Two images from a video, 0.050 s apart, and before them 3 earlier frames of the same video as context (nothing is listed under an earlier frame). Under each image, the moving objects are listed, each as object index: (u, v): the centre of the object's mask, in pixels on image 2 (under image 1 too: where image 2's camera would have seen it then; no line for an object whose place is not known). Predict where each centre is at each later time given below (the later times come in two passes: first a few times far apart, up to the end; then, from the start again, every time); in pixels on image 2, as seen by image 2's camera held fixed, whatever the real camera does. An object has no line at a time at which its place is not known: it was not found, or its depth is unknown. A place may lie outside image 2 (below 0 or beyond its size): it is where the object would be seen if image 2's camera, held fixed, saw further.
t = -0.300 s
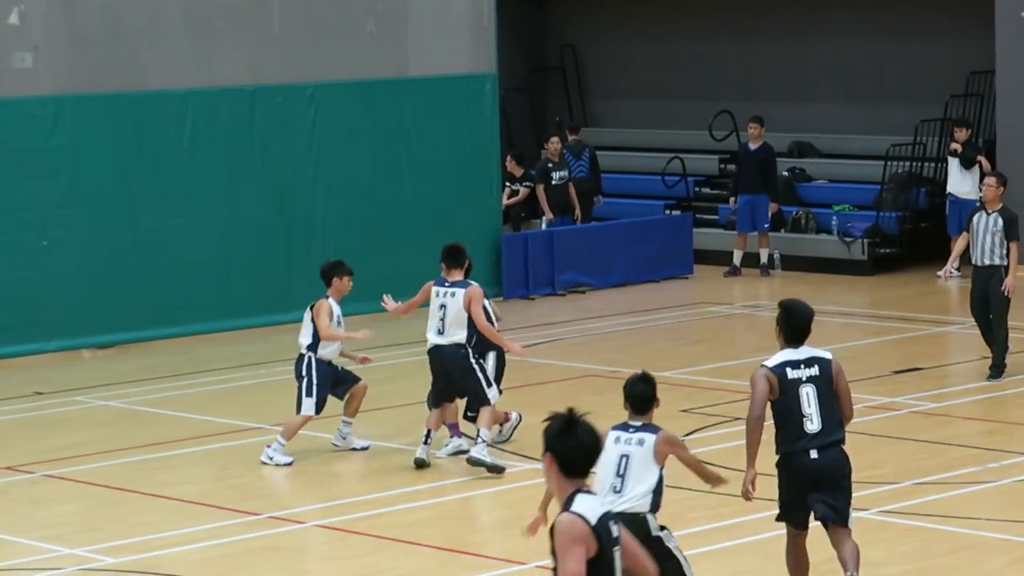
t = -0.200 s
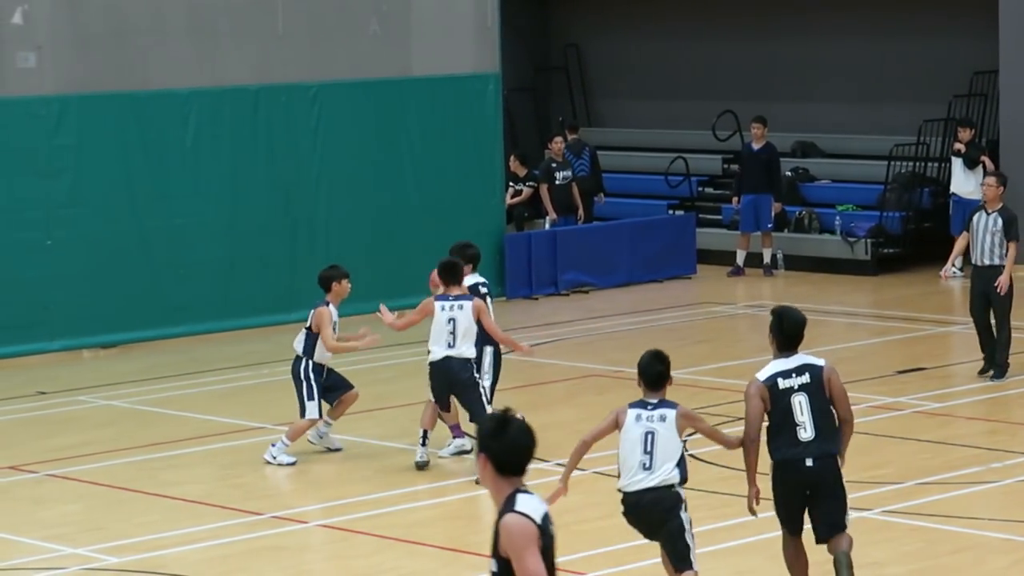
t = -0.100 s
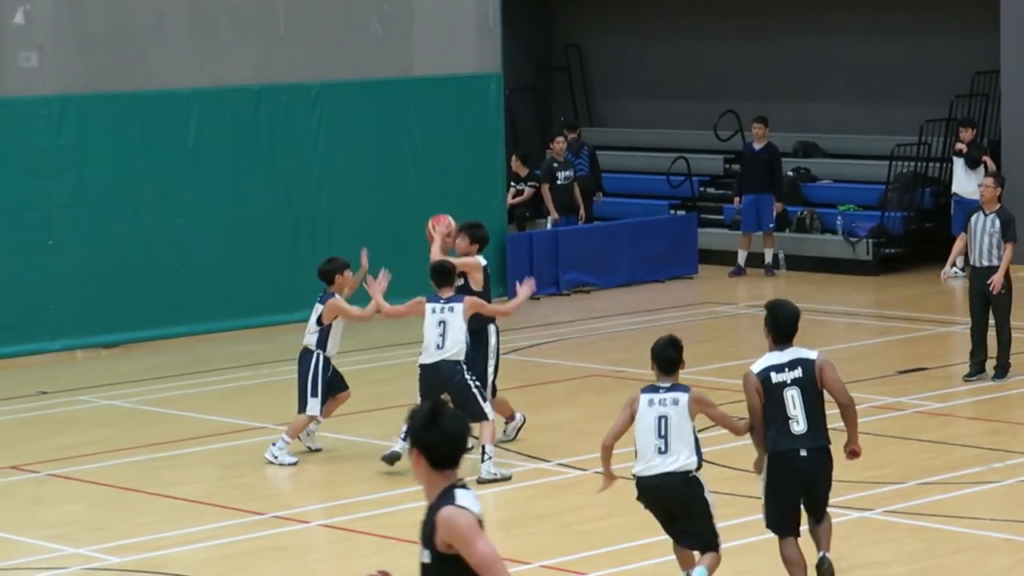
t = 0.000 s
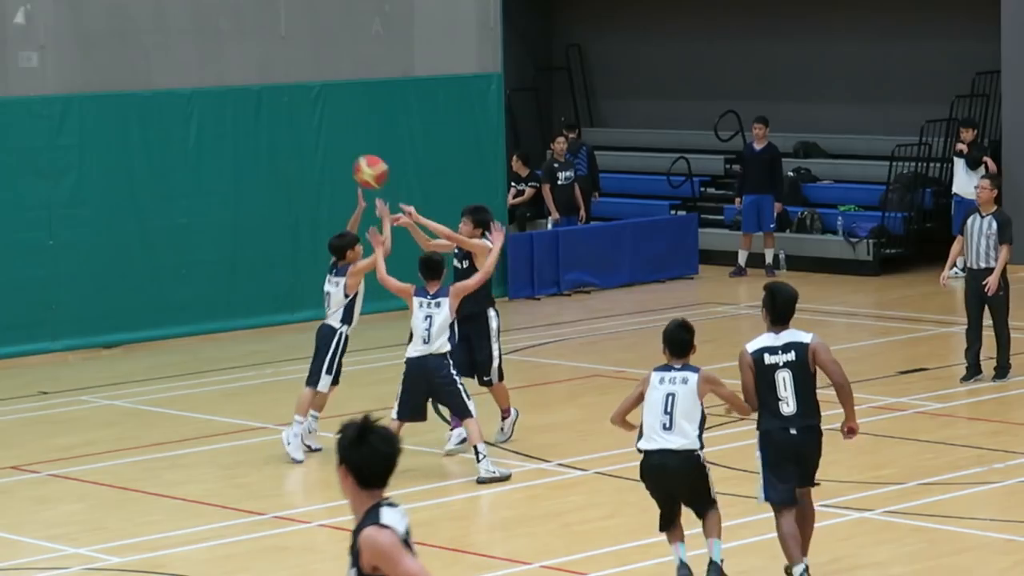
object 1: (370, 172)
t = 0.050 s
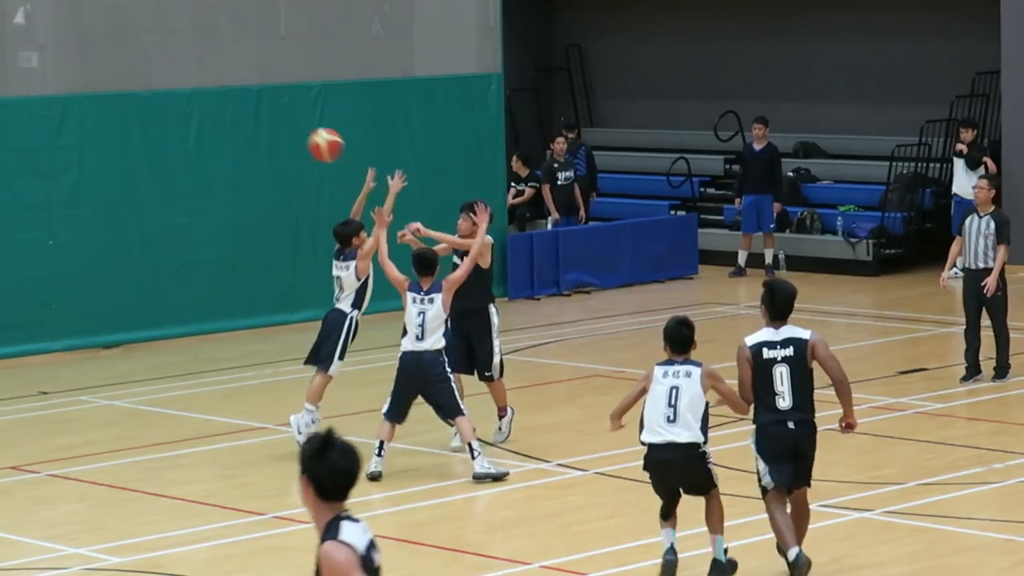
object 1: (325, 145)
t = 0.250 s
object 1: (140, 66)
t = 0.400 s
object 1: (-6, 37)
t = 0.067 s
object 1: (310, 136)
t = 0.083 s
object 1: (295, 128)
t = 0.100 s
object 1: (279, 120)
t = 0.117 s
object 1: (264, 113)
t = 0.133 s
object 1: (249, 106)
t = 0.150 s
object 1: (234, 99)
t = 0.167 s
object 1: (218, 93)
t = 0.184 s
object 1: (203, 86)
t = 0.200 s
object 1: (187, 81)
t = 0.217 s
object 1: (172, 76)
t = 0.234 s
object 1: (156, 70)
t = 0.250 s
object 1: (140, 66)
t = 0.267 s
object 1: (125, 61)
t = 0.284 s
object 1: (109, 57)
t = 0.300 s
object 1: (92, 53)
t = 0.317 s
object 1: (76, 49)
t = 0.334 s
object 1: (60, 46)
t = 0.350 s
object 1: (44, 44)
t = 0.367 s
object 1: (27, 41)
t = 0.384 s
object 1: (11, 39)
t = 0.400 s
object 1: (-6, 37)
